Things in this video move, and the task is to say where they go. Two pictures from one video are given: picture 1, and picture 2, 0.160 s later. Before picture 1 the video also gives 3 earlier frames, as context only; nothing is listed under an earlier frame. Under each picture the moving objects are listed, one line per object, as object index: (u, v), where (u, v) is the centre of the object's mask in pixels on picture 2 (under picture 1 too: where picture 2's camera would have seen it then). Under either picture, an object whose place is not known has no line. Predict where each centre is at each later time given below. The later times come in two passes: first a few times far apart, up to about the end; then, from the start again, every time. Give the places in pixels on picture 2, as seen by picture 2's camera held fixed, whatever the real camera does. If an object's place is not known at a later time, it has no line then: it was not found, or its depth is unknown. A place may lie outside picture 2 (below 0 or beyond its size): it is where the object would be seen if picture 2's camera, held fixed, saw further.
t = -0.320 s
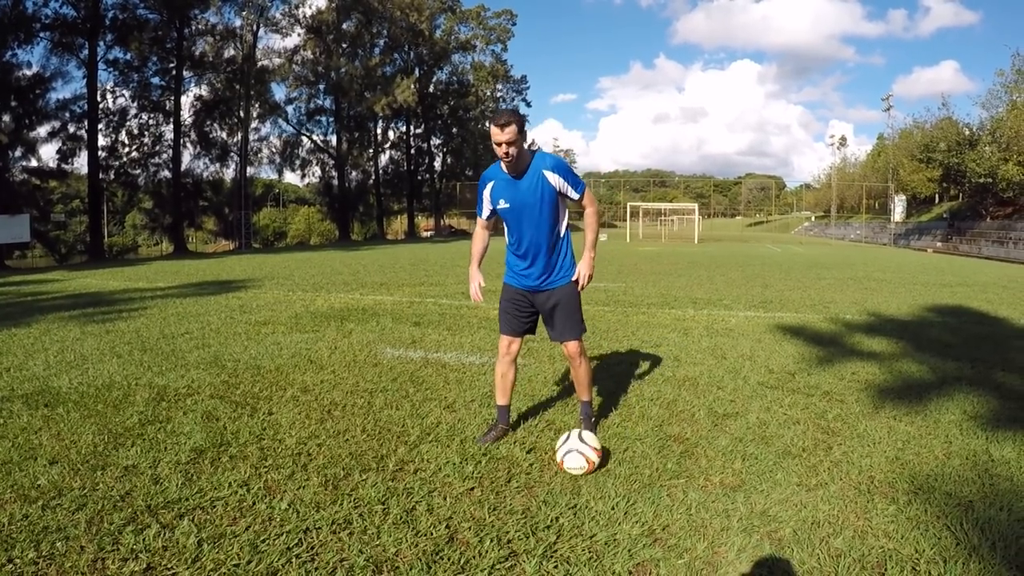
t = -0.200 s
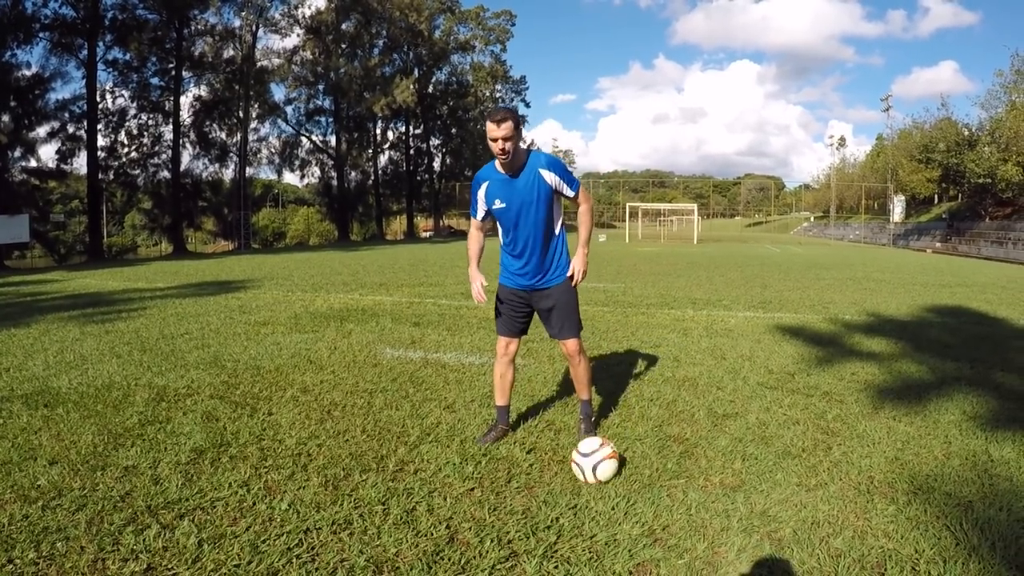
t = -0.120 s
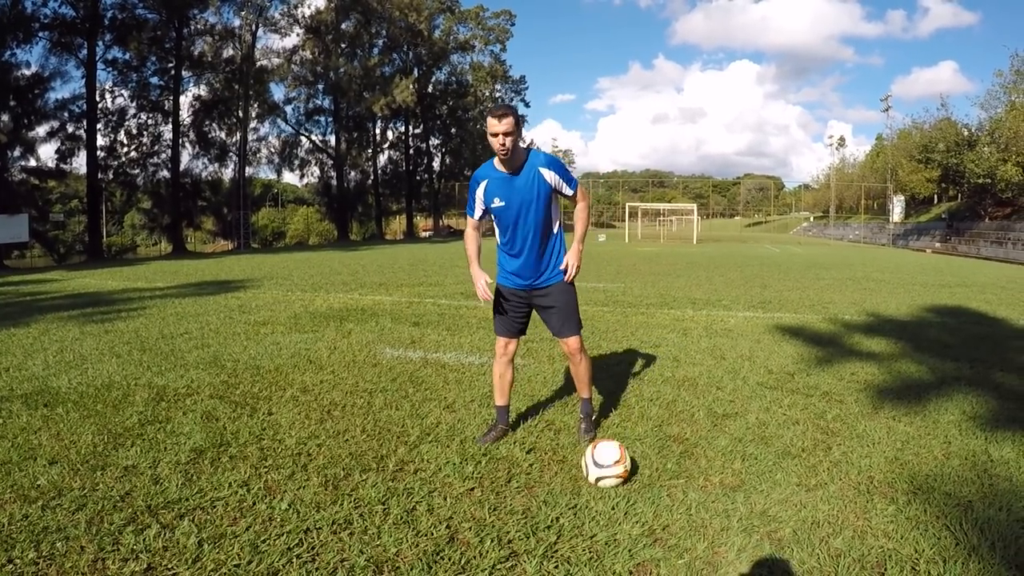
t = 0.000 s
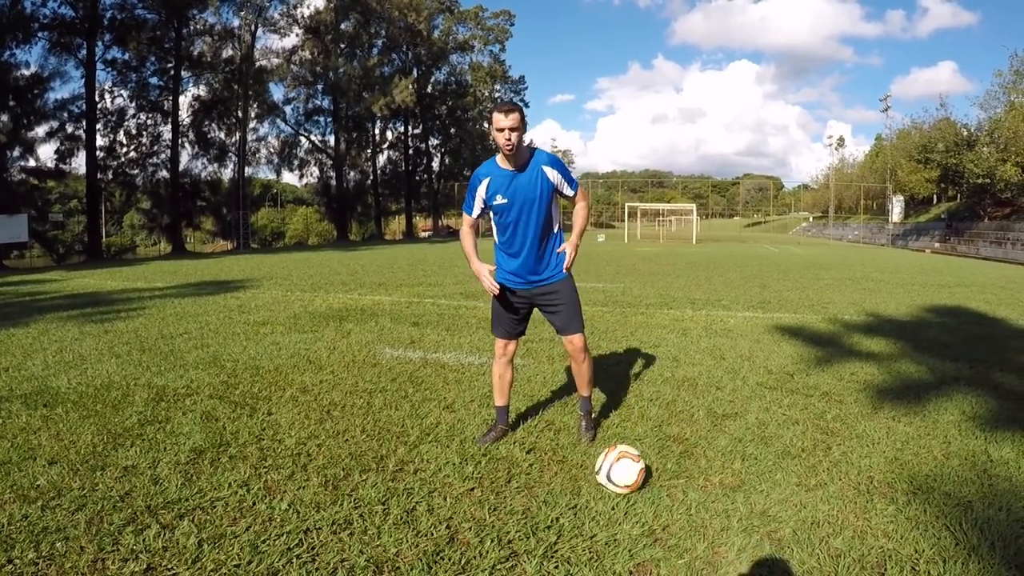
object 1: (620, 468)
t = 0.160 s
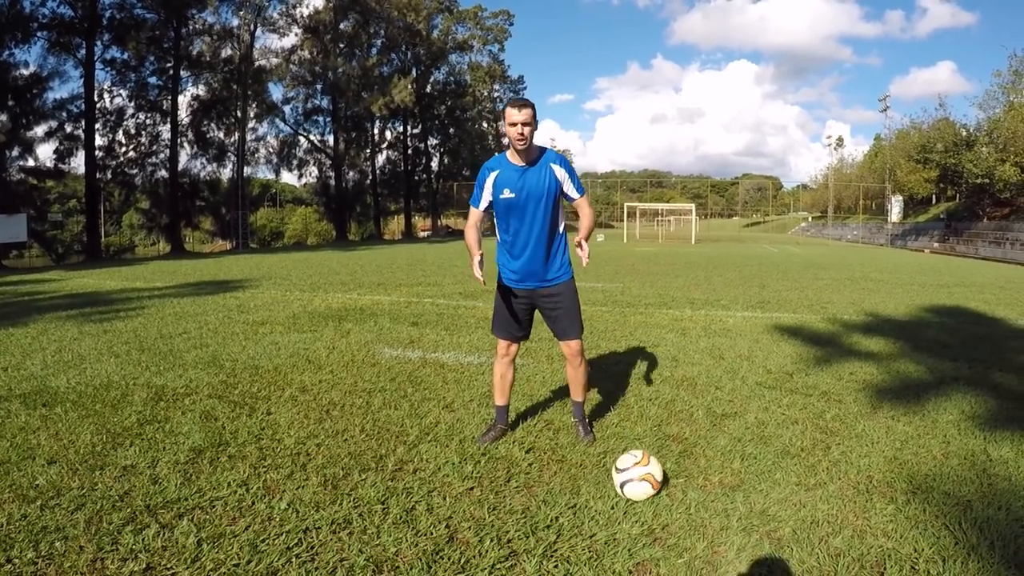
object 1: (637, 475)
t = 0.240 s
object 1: (645, 477)
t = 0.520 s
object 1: (664, 483)
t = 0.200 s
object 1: (642, 477)
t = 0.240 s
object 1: (645, 477)
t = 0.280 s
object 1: (649, 478)
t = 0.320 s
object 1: (652, 479)
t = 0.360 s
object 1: (654, 480)
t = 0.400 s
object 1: (657, 481)
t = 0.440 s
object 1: (659, 482)
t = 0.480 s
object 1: (662, 483)
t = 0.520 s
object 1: (664, 483)
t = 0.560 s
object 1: (665, 483)
